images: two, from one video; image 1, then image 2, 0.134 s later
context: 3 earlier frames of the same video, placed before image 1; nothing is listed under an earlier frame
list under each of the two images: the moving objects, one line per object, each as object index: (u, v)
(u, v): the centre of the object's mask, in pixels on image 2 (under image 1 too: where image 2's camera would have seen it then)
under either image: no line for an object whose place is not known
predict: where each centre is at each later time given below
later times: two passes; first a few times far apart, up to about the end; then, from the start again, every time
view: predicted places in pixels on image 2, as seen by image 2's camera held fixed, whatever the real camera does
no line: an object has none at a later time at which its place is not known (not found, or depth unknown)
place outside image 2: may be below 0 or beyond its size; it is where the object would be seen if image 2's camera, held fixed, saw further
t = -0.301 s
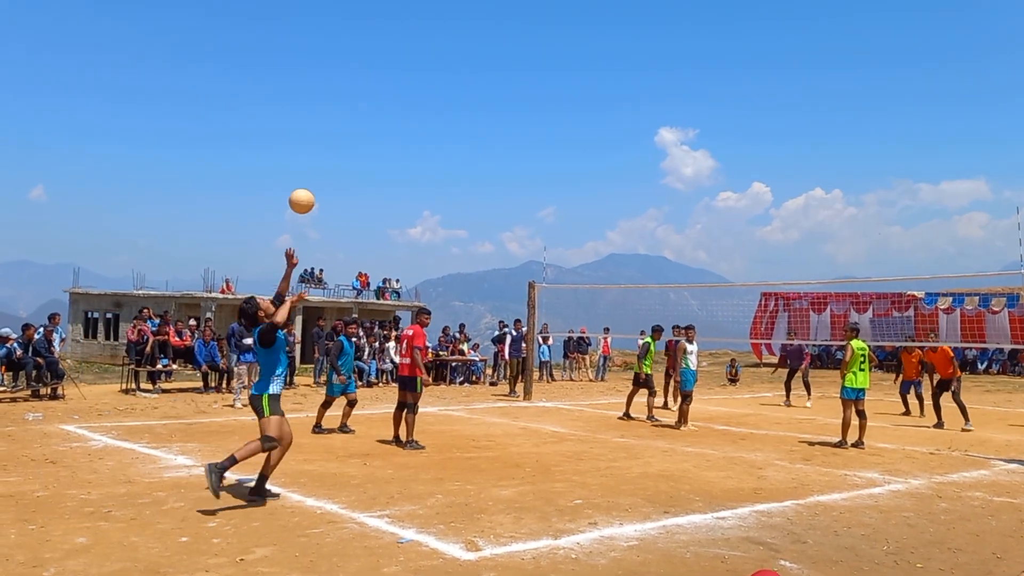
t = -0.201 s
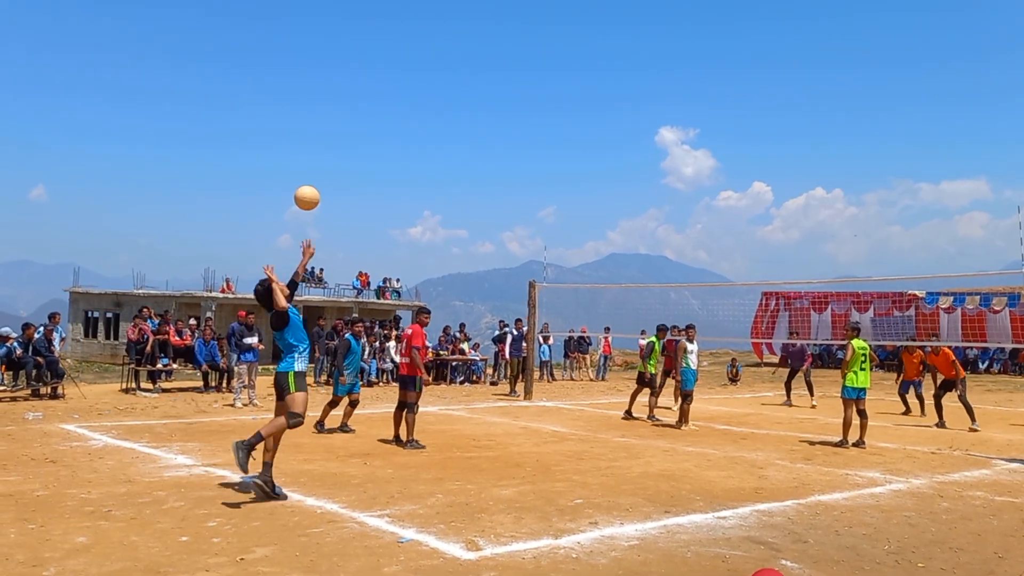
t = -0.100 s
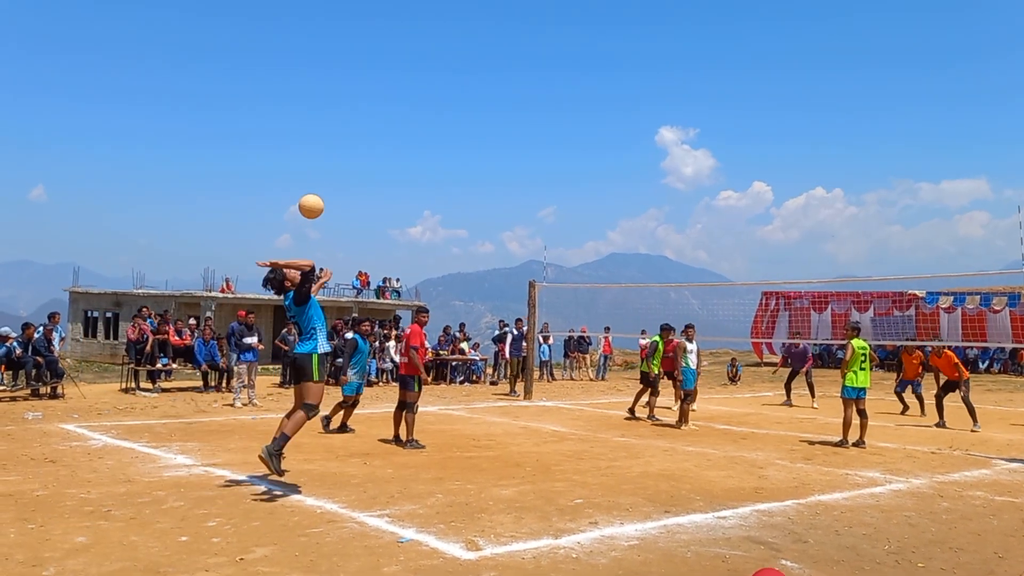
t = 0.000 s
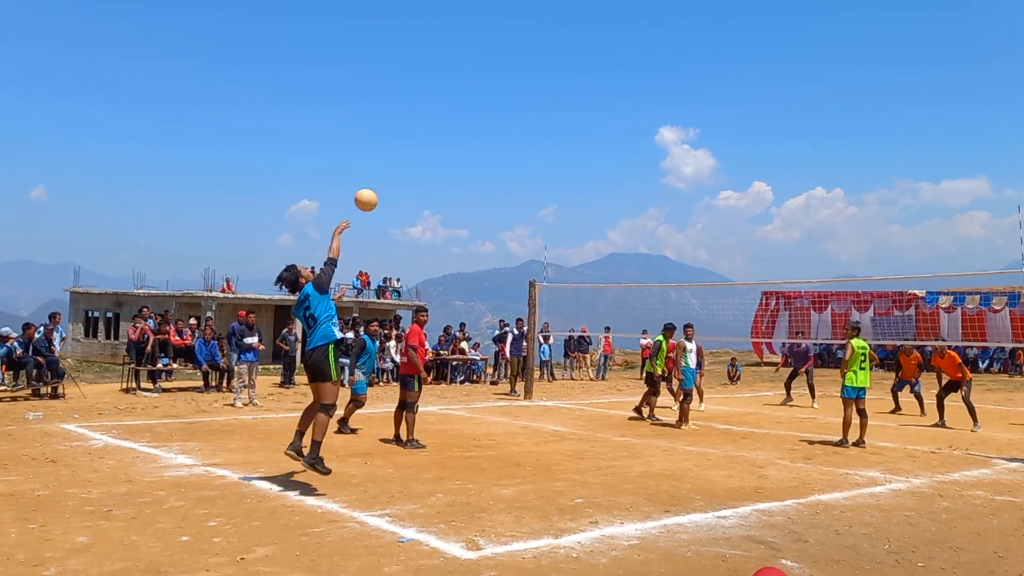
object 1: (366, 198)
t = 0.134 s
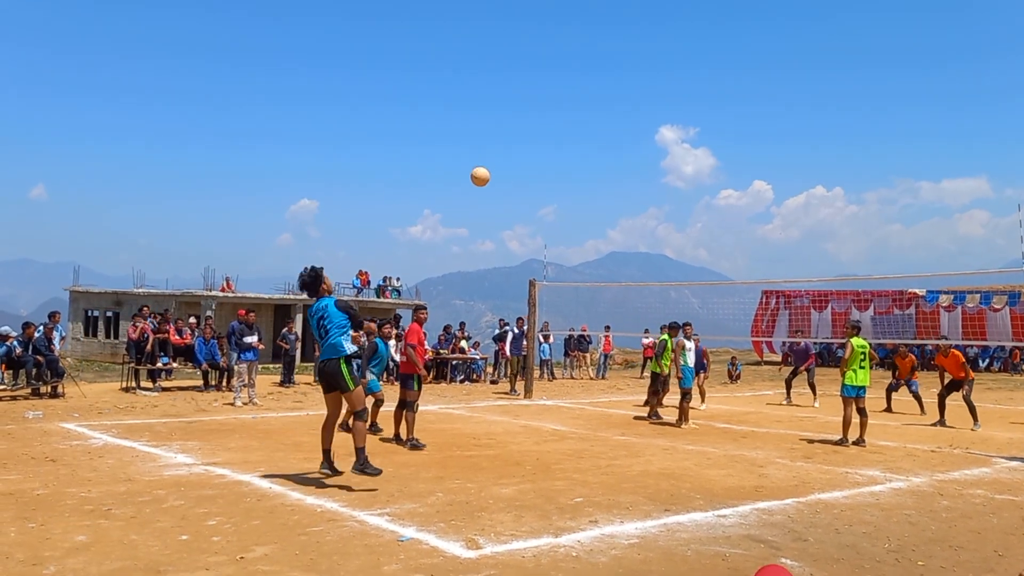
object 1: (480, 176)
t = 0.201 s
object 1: (524, 173)
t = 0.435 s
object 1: (637, 190)
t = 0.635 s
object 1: (699, 226)
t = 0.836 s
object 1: (744, 273)
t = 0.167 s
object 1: (503, 174)
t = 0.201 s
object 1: (524, 173)
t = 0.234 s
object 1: (544, 173)
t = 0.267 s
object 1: (562, 174)
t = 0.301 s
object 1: (579, 176)
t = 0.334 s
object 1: (595, 179)
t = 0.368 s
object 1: (610, 182)
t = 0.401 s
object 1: (624, 186)
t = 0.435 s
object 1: (637, 190)
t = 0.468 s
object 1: (649, 195)
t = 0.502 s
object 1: (660, 200)
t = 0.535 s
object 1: (671, 206)
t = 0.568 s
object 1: (681, 212)
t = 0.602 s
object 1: (690, 219)
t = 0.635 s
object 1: (699, 226)
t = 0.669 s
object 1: (708, 233)
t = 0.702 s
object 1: (716, 241)
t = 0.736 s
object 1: (724, 248)
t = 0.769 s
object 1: (731, 256)
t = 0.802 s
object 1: (738, 265)
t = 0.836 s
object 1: (744, 273)
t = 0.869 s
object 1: (751, 282)
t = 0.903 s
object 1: (757, 291)
